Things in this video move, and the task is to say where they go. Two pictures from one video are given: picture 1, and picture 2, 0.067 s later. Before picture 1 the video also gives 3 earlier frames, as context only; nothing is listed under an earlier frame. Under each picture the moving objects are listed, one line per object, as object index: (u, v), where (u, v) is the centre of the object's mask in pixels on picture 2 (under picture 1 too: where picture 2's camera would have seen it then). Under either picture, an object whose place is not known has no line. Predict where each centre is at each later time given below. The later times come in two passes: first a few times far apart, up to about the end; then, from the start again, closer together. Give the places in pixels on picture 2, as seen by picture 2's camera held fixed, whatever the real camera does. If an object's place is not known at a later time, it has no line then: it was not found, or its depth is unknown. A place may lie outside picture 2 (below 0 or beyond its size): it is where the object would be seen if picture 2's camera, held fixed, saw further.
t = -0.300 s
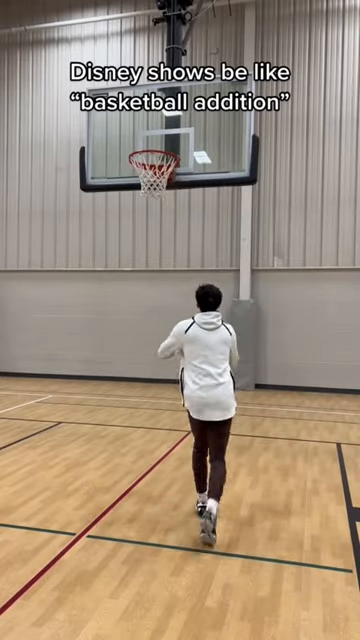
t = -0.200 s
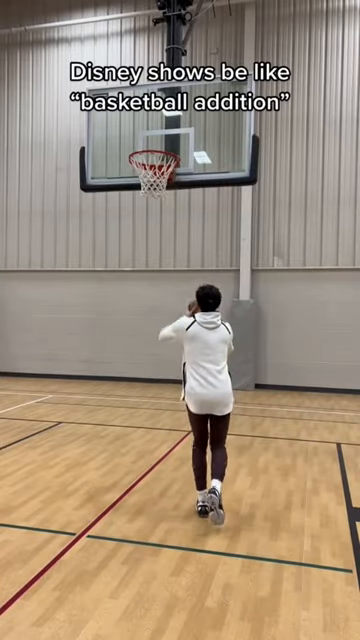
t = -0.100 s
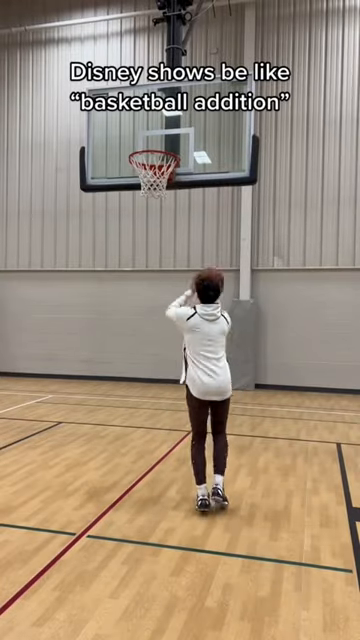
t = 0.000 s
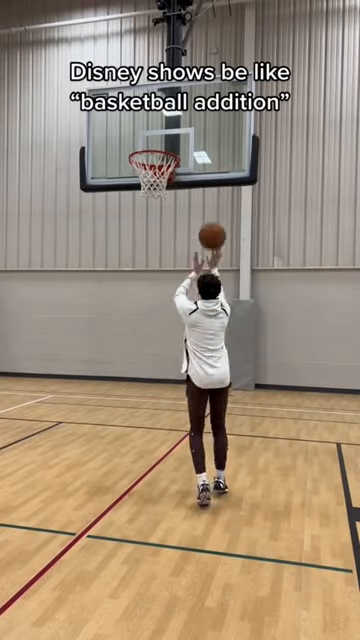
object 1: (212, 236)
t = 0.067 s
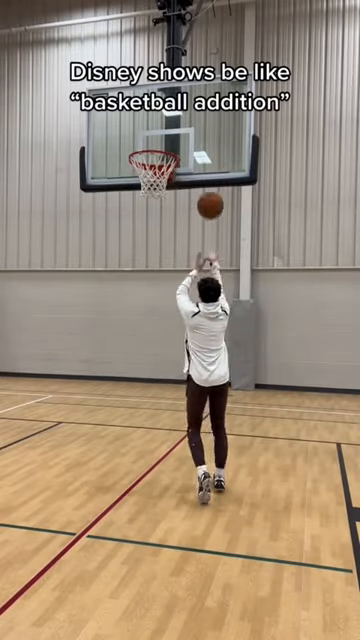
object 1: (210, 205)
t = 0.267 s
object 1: (204, 150)
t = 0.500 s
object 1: (190, 142)
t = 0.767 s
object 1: (165, 204)
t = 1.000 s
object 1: (141, 333)
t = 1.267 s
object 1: (116, 450)
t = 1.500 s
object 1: (110, 340)
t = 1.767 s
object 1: (102, 298)
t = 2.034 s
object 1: (91, 353)
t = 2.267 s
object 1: (80, 493)
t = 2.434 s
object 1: (73, 478)
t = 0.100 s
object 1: (209, 193)
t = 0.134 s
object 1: (208, 182)
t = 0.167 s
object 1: (207, 172)
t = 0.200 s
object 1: (206, 163)
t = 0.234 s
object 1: (205, 156)
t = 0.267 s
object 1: (204, 150)
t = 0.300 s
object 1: (204, 146)
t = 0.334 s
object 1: (203, 144)
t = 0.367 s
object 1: (200, 141)
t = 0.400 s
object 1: (197, 140)
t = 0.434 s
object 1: (195, 139)
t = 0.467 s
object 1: (192, 140)
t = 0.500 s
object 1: (190, 142)
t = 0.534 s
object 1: (187, 146)
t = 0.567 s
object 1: (184, 149)
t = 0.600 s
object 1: (181, 155)
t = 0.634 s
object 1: (178, 162)
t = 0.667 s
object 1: (175, 171)
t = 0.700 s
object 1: (172, 180)
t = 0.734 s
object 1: (169, 192)
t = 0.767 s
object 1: (165, 204)
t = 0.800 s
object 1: (162, 217)
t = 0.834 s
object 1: (159, 233)
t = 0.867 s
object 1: (155, 250)
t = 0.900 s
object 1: (152, 268)
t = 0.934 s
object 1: (148, 288)
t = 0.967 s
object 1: (144, 310)
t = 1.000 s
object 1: (141, 333)
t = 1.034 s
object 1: (137, 358)
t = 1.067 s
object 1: (133, 385)
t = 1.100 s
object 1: (129, 414)
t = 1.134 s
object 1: (124, 446)
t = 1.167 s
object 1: (120, 479)
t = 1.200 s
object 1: (117, 492)
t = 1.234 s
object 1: (116, 470)
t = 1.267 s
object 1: (116, 450)
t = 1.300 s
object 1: (115, 430)
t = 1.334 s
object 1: (114, 411)
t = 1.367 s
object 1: (113, 395)
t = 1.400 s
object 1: (113, 378)
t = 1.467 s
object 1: (111, 352)
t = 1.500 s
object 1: (110, 340)
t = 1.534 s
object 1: (109, 329)
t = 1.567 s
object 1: (108, 320)
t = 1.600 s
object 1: (107, 313)
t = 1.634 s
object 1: (106, 307)
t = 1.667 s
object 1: (105, 302)
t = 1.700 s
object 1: (104, 299)
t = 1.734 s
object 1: (103, 298)
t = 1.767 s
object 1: (102, 298)
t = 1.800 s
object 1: (100, 299)
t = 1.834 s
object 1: (99, 302)
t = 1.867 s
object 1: (98, 306)
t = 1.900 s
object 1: (97, 312)
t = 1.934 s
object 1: (95, 320)
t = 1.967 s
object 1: (94, 329)
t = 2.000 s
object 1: (93, 340)
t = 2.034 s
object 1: (91, 353)
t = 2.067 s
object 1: (90, 367)
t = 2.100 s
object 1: (88, 384)
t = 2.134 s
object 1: (87, 402)
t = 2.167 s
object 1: (85, 421)
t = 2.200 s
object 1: (83, 444)
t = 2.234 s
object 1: (81, 467)
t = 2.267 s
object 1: (80, 493)
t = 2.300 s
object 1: (78, 520)
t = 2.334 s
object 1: (76, 527)
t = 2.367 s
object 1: (75, 509)
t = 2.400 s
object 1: (74, 493)
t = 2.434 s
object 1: (73, 478)
